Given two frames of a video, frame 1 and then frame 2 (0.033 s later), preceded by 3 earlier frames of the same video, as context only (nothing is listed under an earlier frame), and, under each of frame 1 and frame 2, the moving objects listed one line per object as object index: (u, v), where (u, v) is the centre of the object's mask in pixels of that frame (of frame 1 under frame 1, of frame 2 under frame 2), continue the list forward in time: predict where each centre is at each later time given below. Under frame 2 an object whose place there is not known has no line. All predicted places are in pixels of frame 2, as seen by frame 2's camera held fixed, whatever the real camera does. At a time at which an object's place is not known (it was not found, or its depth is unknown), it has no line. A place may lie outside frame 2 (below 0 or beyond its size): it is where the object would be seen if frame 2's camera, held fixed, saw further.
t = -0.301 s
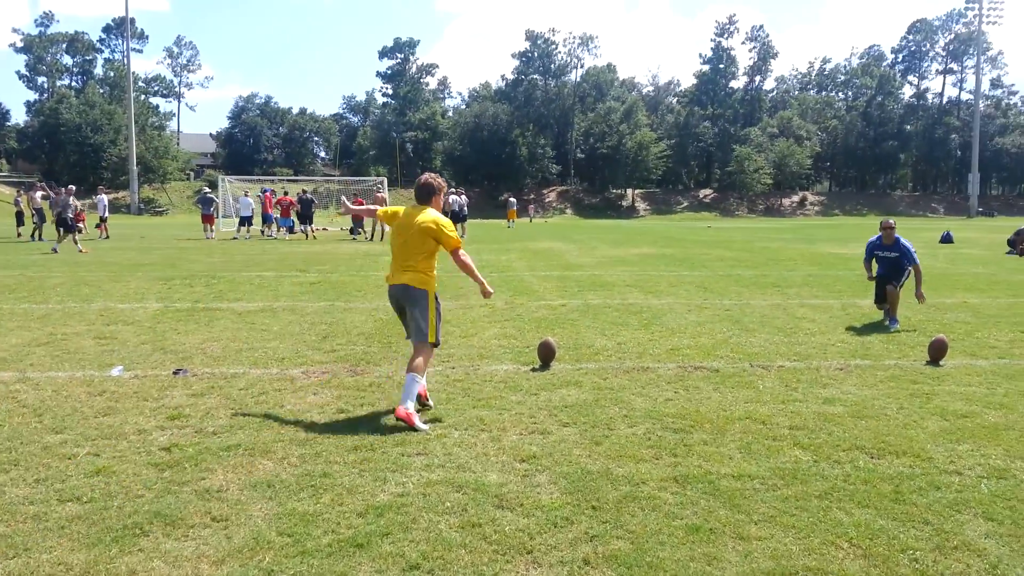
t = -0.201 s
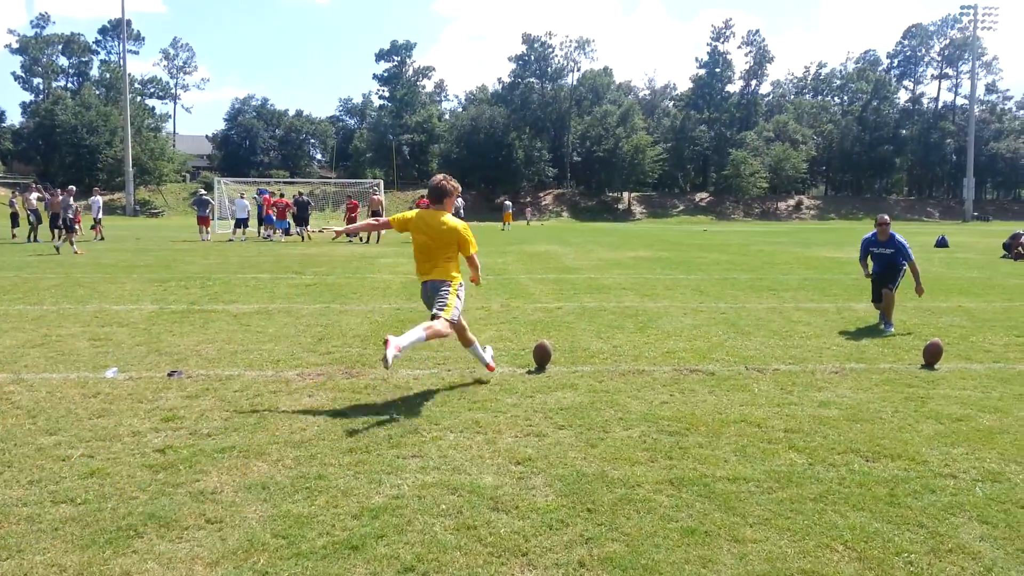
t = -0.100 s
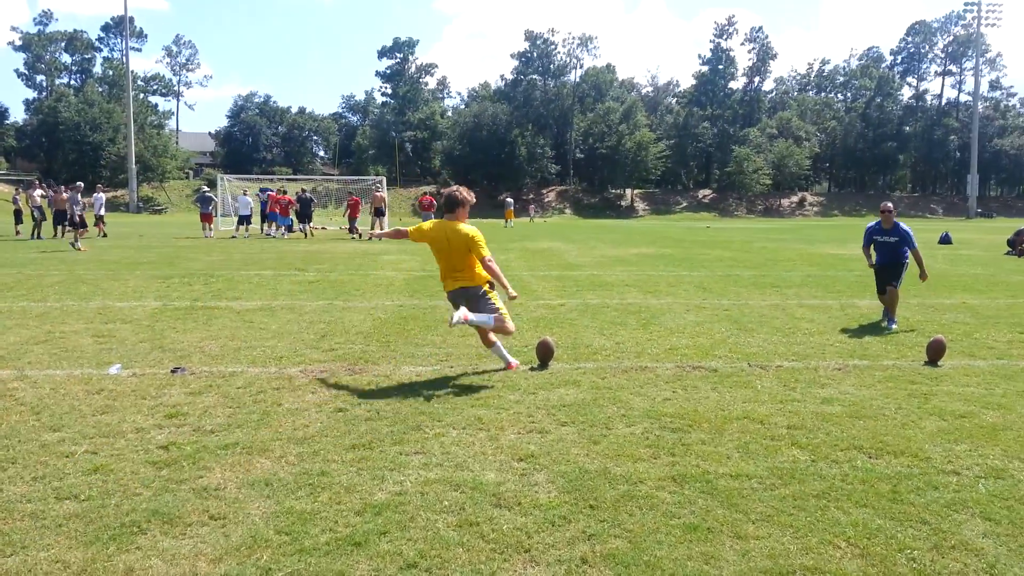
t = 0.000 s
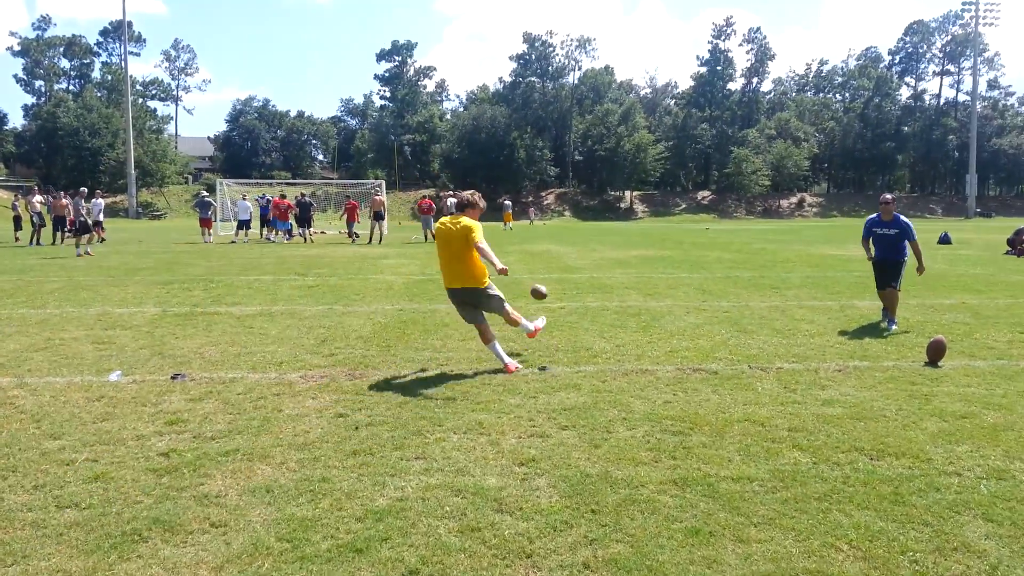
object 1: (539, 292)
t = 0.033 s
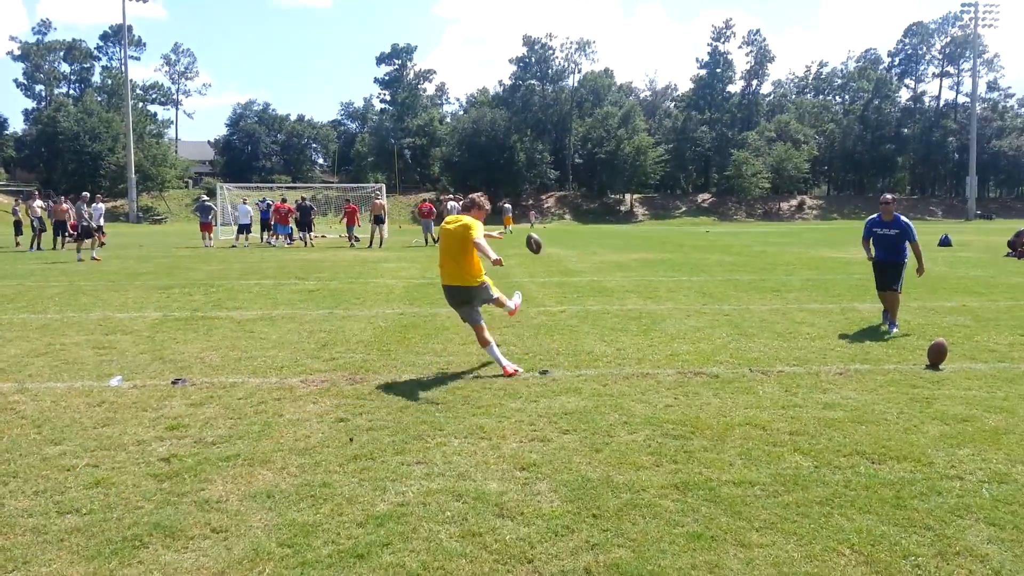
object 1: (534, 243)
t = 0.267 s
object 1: (516, 49)
